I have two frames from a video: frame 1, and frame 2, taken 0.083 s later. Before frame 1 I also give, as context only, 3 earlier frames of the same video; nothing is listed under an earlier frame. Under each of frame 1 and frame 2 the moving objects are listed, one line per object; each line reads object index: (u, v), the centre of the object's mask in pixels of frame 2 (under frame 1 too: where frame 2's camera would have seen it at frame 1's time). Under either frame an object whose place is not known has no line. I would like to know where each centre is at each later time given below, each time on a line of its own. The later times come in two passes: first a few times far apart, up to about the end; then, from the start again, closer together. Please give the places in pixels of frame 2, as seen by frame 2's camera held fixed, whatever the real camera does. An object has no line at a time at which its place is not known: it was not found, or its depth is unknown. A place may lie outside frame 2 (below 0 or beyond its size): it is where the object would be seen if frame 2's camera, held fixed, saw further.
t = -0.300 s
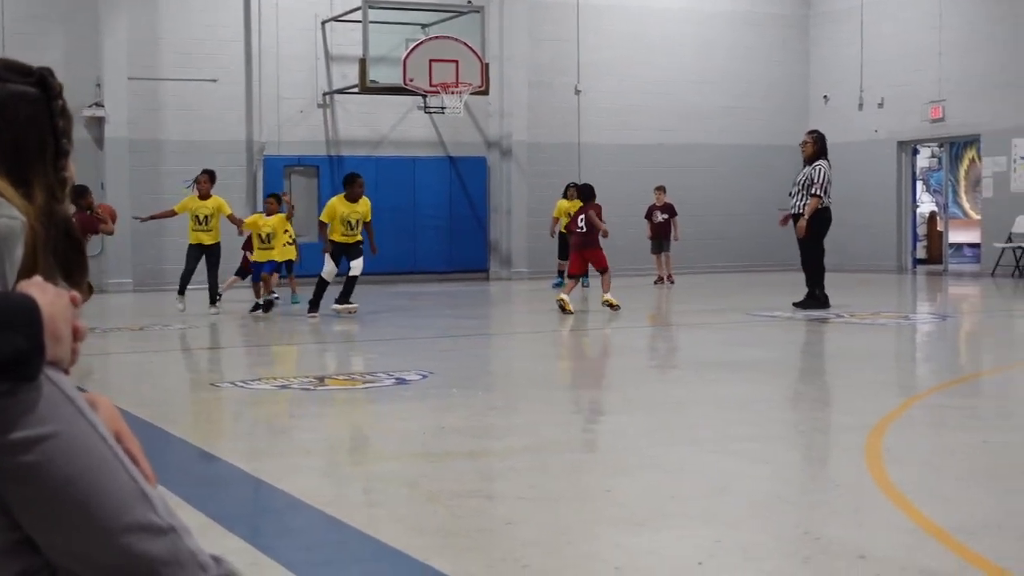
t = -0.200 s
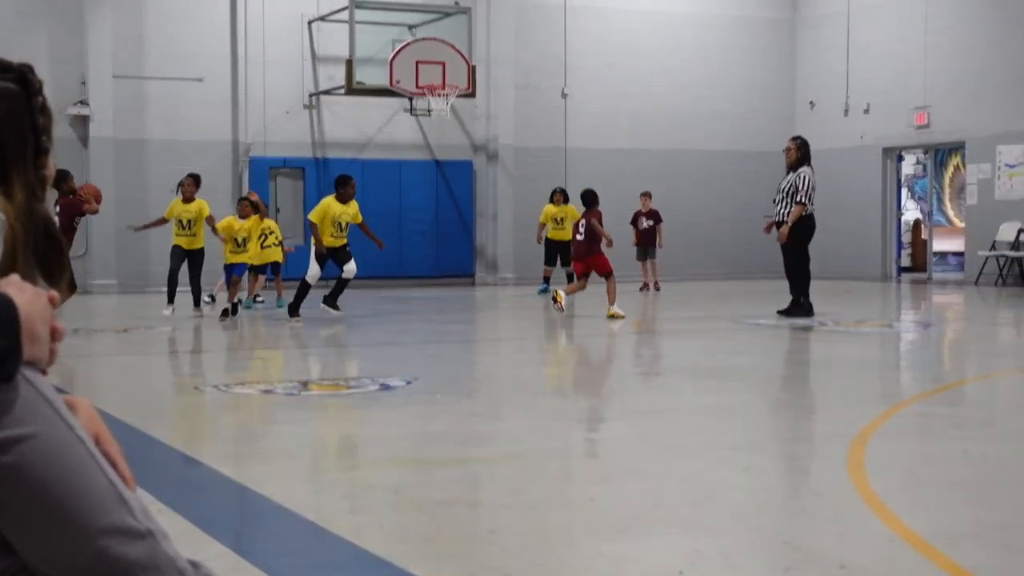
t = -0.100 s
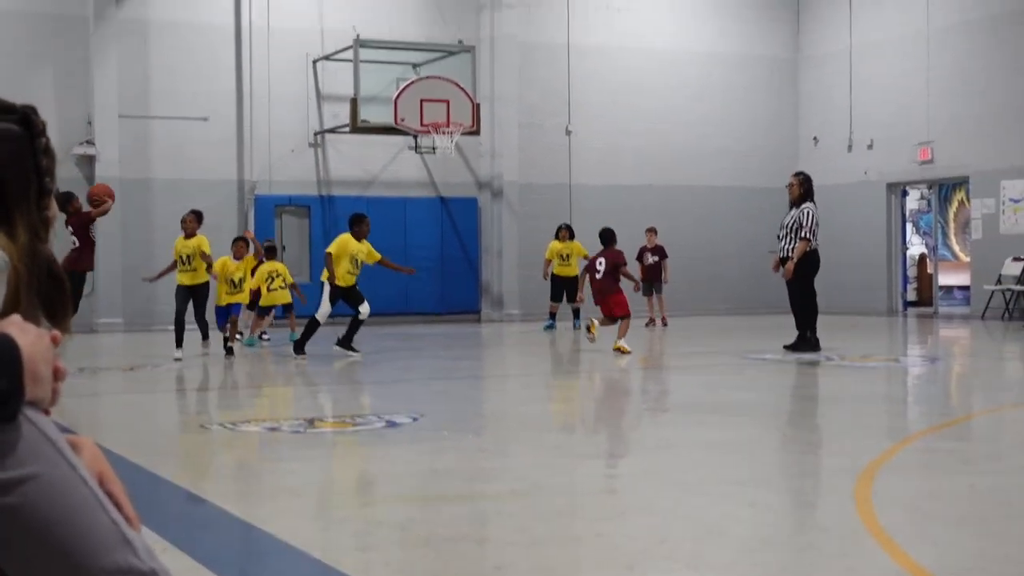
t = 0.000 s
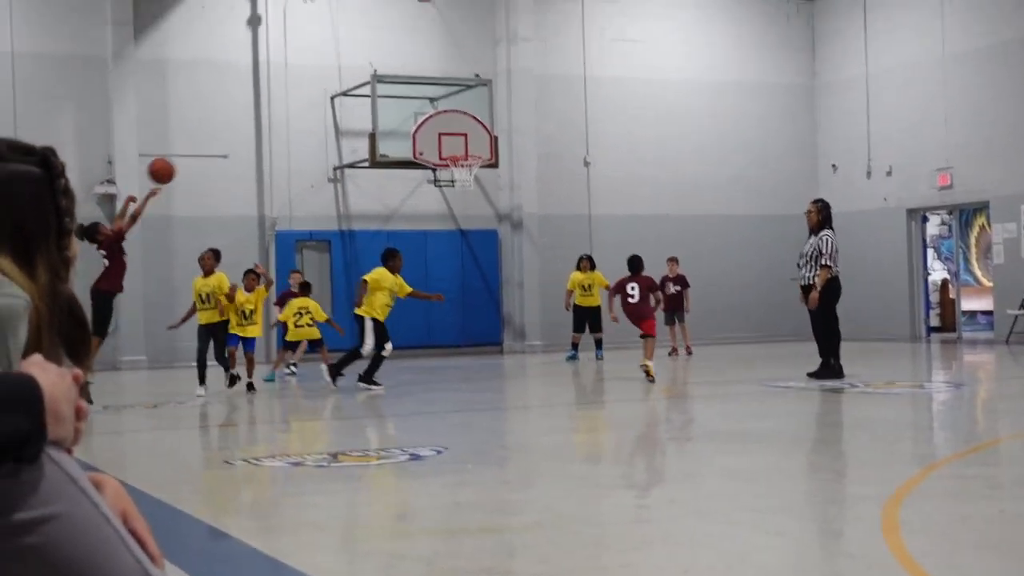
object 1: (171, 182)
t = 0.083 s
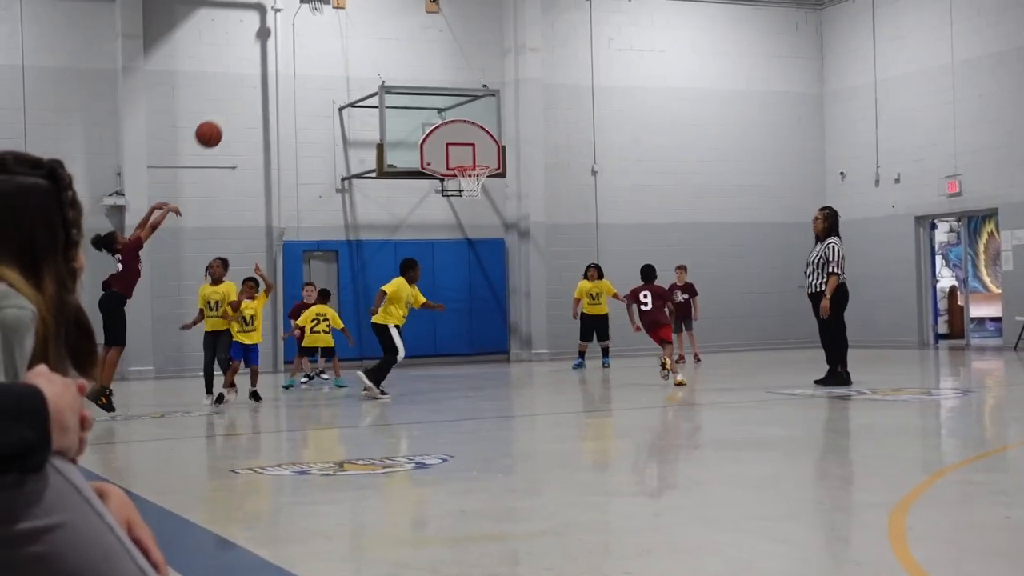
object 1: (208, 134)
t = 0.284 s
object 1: (291, 56)
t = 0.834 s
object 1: (508, 74)
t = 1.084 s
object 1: (598, 185)
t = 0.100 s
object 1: (216, 125)
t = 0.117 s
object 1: (222, 117)
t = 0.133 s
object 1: (230, 109)
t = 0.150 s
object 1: (237, 102)
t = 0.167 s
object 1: (244, 95)
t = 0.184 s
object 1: (251, 88)
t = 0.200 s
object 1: (258, 82)
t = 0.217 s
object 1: (264, 76)
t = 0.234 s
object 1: (271, 71)
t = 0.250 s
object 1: (278, 65)
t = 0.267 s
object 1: (285, 61)
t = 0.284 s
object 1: (291, 56)
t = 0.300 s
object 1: (298, 53)
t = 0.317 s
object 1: (304, 48)
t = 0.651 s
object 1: (436, 33)
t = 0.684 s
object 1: (450, 38)
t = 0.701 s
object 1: (457, 41)
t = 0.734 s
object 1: (470, 47)
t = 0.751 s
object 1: (476, 52)
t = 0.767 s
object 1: (483, 56)
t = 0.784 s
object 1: (490, 61)
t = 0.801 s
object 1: (496, 64)
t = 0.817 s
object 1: (502, 69)
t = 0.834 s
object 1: (508, 74)
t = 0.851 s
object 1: (514, 79)
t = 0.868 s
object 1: (521, 86)
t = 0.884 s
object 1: (527, 92)
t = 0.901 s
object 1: (533, 99)
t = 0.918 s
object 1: (540, 106)
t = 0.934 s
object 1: (546, 112)
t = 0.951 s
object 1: (552, 119)
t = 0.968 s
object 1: (559, 127)
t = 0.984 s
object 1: (564, 134)
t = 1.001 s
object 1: (570, 142)
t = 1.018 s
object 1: (576, 150)
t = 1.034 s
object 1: (581, 158)
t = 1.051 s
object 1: (587, 167)
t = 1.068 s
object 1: (592, 176)
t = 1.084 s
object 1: (598, 185)
